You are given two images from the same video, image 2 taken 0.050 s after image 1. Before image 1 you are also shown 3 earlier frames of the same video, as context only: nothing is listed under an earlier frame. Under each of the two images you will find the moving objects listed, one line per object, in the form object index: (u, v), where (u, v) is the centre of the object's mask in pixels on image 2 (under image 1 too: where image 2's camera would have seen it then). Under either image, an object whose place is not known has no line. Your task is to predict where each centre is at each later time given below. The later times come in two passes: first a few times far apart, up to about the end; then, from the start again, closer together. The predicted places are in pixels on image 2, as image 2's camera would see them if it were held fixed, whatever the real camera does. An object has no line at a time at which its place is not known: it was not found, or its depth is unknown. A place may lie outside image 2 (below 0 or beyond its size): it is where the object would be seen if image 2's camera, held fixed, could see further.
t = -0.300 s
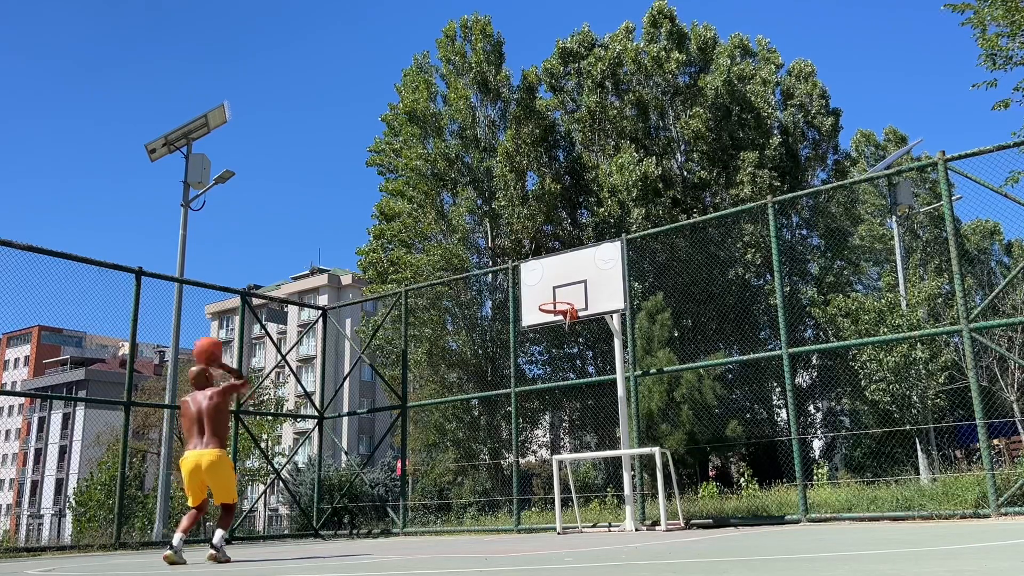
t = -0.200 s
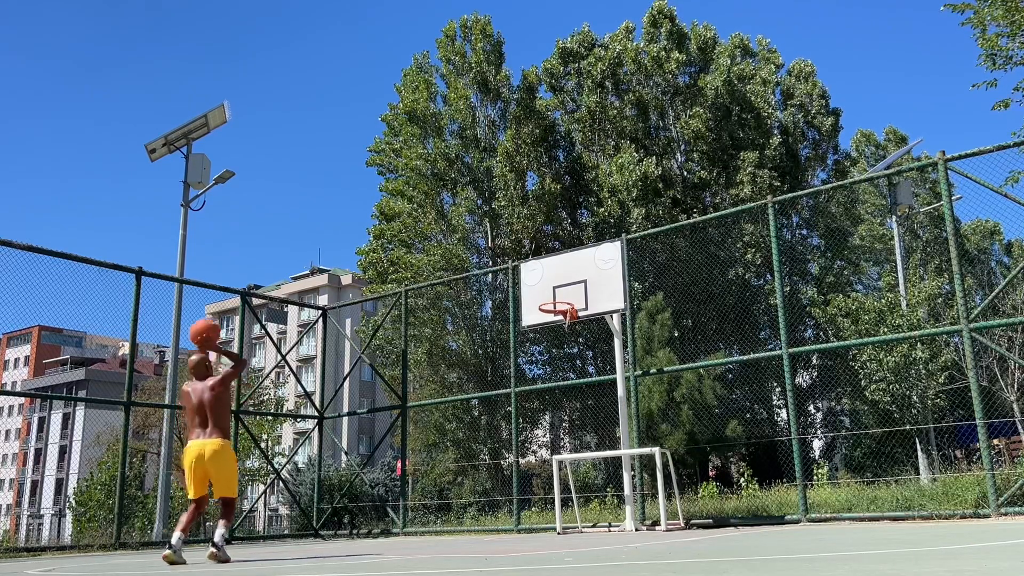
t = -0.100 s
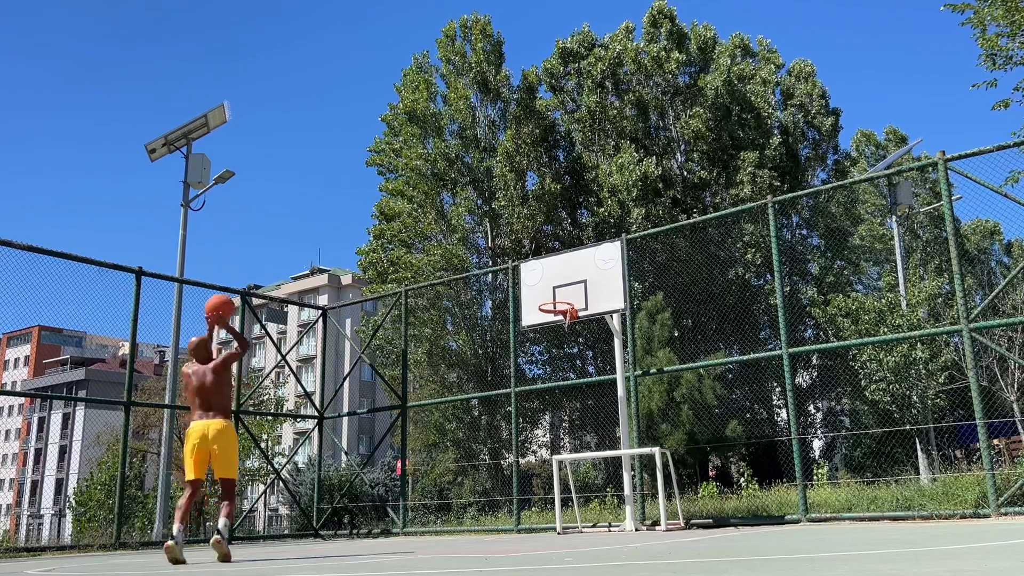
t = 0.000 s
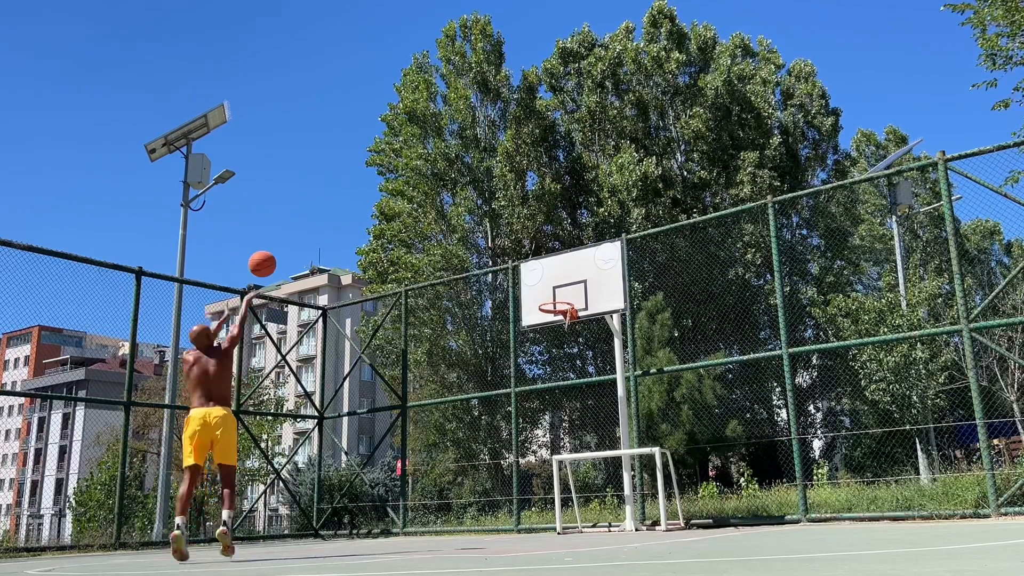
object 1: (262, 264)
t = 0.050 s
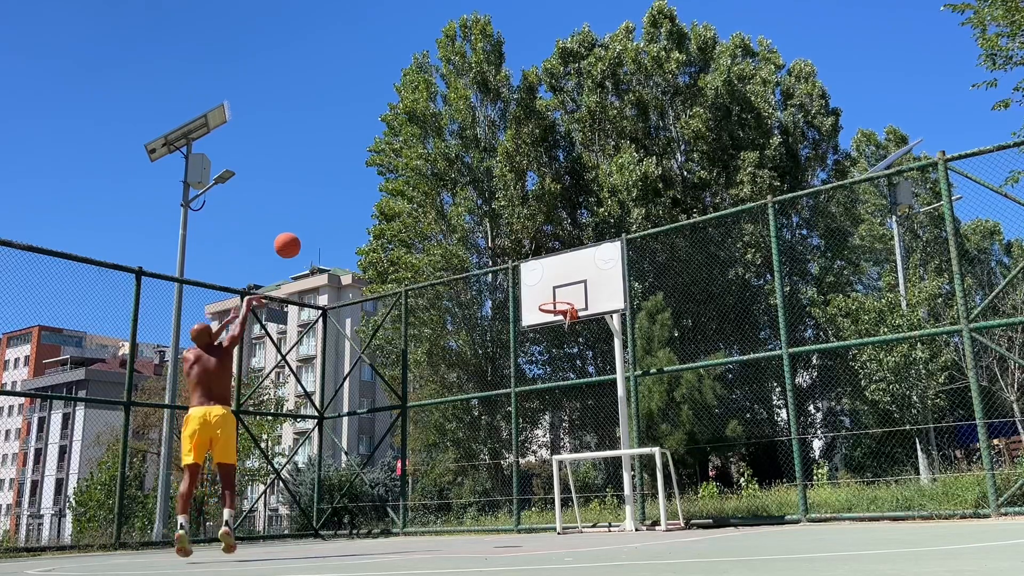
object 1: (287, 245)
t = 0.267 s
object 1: (378, 202)
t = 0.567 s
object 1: (470, 214)
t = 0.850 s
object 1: (540, 278)
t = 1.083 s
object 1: (554, 328)
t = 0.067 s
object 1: (295, 240)
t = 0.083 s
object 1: (303, 235)
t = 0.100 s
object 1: (310, 230)
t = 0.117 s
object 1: (318, 226)
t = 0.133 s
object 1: (325, 222)
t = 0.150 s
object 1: (332, 219)
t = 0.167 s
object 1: (339, 215)
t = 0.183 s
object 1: (346, 213)
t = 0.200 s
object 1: (352, 210)
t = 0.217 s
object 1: (359, 207)
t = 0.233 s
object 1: (365, 206)
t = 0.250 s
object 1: (372, 204)
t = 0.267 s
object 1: (378, 202)
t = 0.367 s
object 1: (412, 198)
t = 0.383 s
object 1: (417, 198)
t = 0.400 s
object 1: (423, 199)
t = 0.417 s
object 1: (428, 199)
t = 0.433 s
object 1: (433, 201)
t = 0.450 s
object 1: (439, 202)
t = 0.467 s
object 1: (443, 203)
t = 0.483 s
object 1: (448, 204)
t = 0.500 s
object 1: (452, 206)
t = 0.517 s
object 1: (457, 207)
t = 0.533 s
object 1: (461, 209)
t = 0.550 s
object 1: (467, 212)
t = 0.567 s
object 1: (470, 214)
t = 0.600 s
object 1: (480, 220)
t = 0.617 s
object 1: (485, 222)
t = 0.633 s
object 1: (488, 225)
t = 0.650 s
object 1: (492, 228)
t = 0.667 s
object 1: (497, 231)
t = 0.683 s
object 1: (501, 237)
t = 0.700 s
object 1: (505, 239)
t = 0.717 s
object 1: (510, 244)
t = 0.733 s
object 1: (513, 247)
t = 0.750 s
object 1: (518, 251)
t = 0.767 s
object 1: (521, 255)
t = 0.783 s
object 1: (525, 259)
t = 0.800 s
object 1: (529, 264)
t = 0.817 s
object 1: (532, 269)
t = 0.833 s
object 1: (536, 273)
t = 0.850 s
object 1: (540, 278)
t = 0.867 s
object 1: (544, 284)
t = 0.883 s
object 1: (547, 289)
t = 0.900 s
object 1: (551, 294)
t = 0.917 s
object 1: (554, 300)
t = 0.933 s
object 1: (558, 306)
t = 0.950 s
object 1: (558, 308)
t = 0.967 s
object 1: (558, 310)
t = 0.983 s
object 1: (558, 311)
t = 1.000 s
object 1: (557, 312)
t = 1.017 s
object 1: (556, 315)
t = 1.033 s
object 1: (556, 317)
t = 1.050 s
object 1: (555, 321)
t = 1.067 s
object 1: (554, 324)
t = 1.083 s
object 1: (554, 328)
